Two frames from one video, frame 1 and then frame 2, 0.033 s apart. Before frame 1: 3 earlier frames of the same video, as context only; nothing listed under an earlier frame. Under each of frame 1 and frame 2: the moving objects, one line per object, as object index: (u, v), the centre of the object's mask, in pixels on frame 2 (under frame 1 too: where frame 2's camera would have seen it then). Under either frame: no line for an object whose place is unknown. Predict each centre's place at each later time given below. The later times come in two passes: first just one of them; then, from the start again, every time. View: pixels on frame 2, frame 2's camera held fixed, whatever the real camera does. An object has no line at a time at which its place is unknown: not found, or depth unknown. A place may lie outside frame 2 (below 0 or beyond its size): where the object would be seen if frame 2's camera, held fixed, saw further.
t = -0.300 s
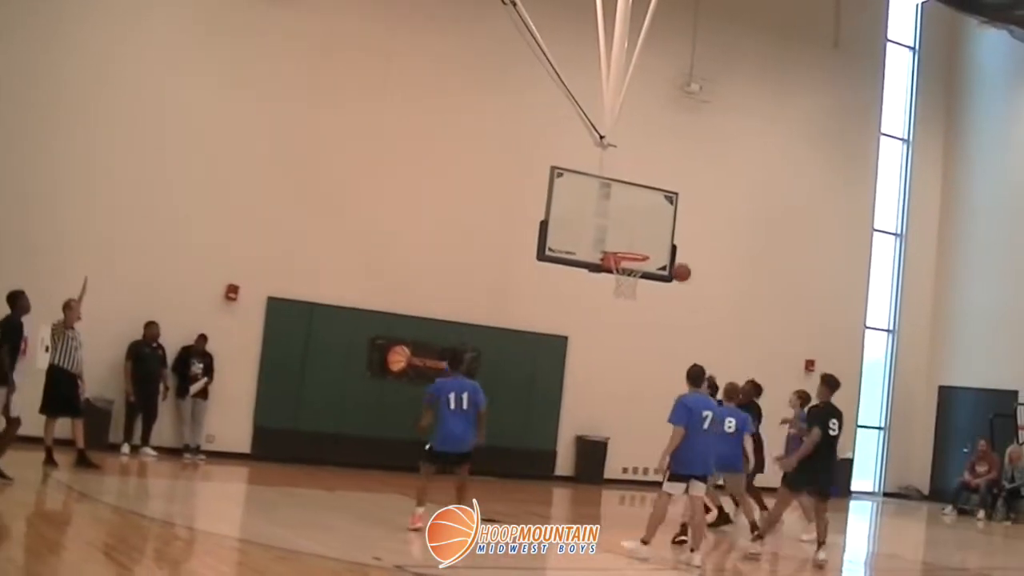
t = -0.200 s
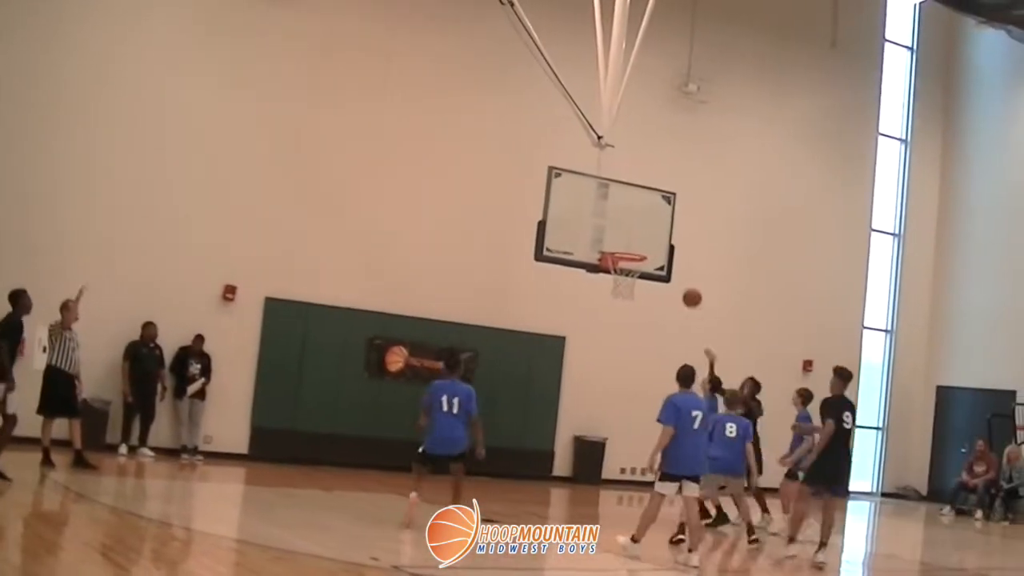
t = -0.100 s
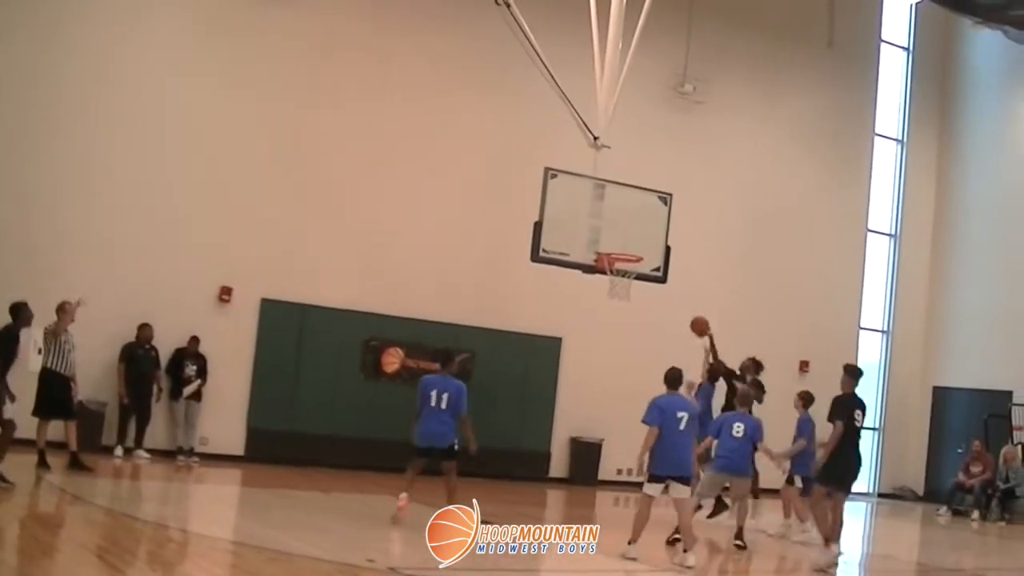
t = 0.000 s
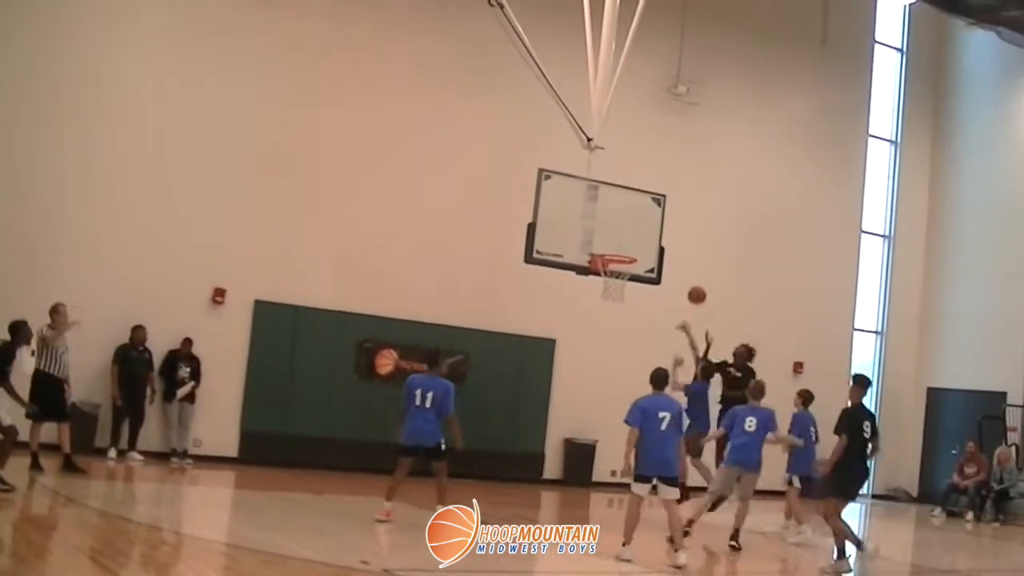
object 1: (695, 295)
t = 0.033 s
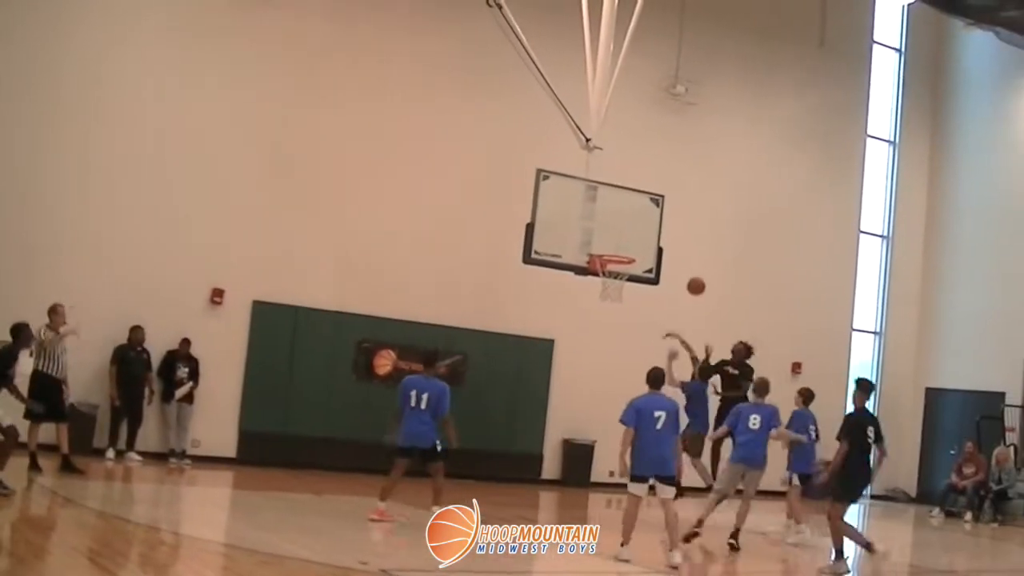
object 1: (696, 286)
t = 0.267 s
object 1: (697, 244)
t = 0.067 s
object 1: (696, 277)
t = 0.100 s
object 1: (696, 270)
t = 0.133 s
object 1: (697, 263)
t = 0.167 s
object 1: (696, 257)
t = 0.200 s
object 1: (697, 251)
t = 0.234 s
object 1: (697, 247)
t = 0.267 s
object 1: (697, 244)
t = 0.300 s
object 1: (696, 241)
